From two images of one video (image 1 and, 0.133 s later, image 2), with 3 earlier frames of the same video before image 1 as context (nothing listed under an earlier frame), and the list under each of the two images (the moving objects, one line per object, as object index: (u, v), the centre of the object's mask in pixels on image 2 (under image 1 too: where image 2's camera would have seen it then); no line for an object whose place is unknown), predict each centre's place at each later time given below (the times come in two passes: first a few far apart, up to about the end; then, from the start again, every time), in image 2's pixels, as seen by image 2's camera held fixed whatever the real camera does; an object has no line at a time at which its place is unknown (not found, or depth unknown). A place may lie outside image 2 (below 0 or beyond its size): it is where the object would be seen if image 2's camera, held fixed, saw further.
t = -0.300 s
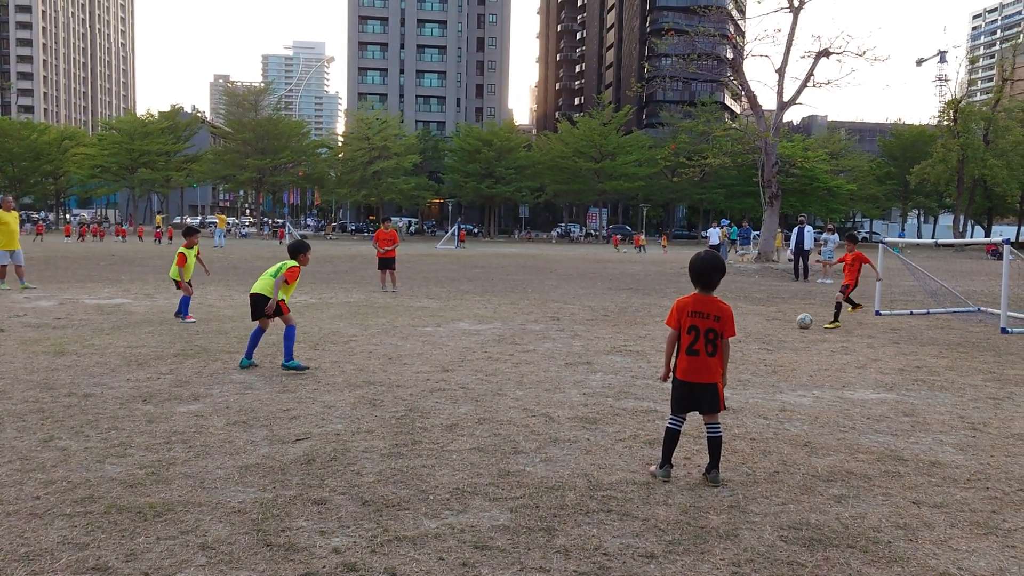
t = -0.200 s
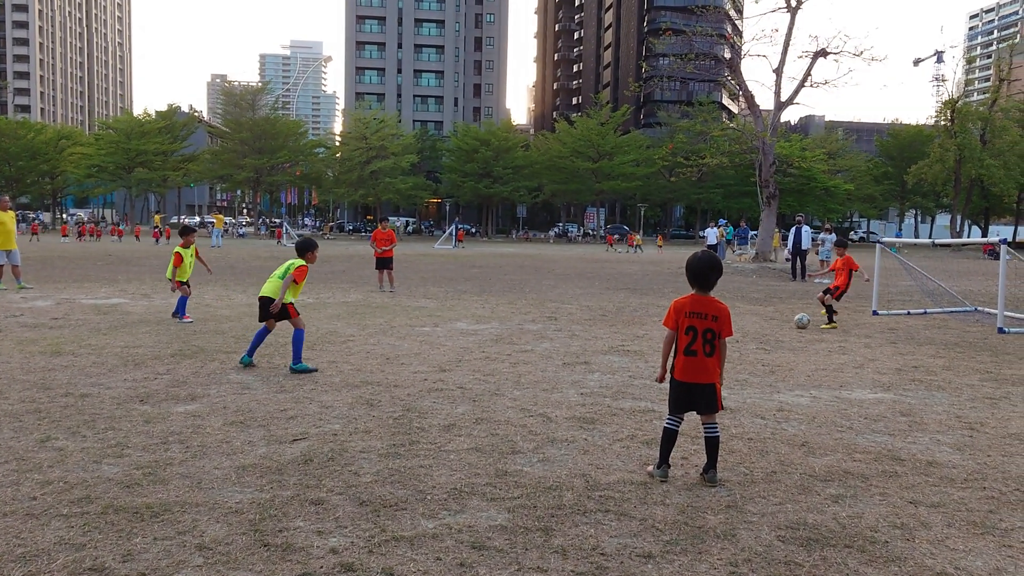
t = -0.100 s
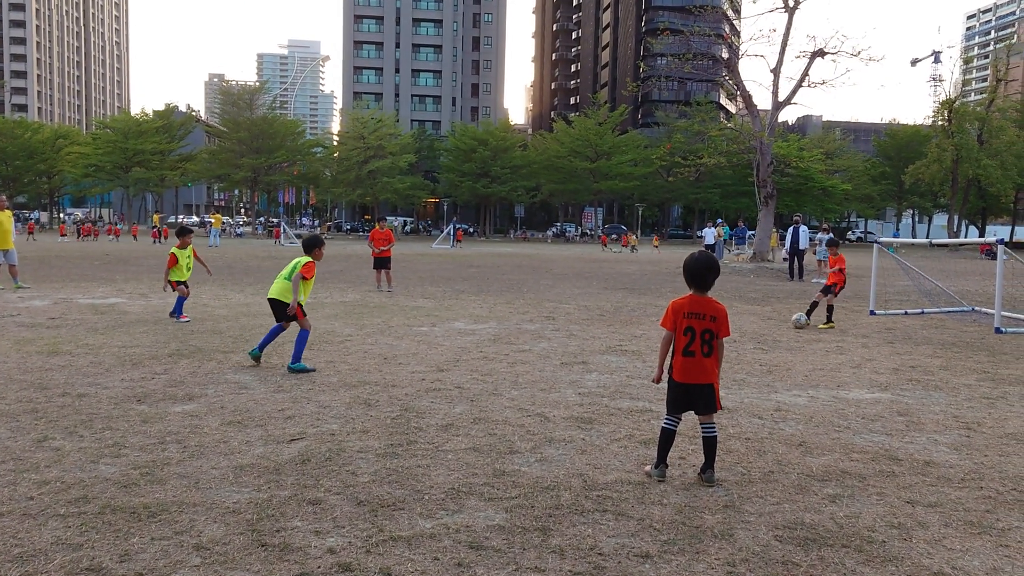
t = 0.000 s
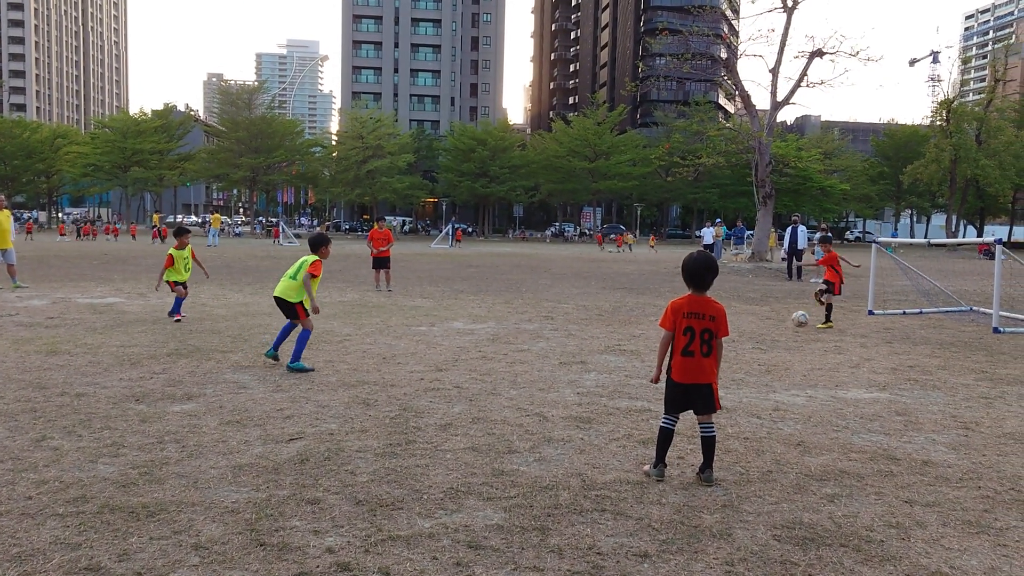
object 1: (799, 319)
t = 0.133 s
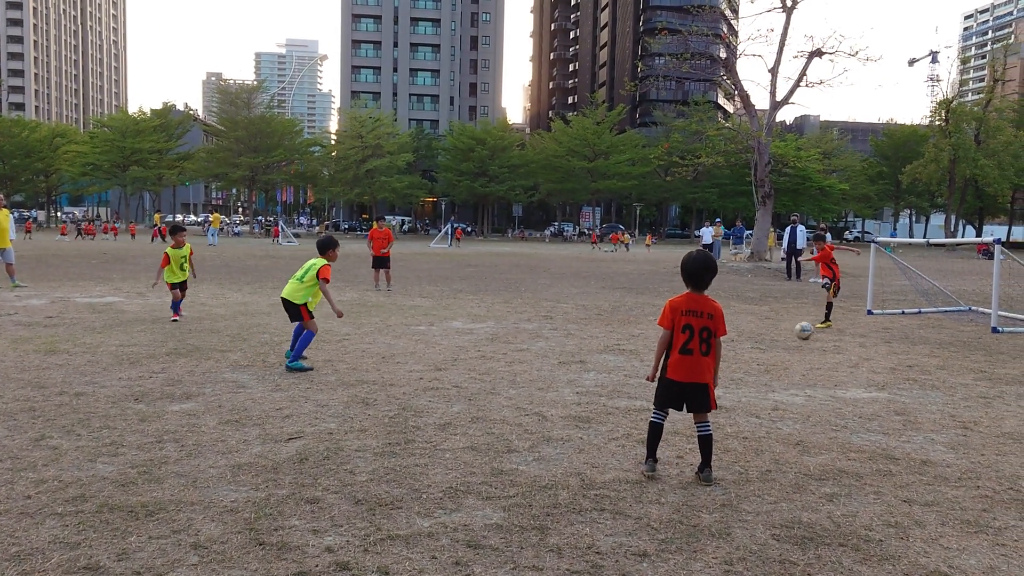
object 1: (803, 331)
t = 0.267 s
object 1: (808, 339)
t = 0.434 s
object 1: (809, 329)
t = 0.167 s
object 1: (806, 337)
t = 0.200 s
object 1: (807, 344)
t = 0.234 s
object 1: (808, 344)
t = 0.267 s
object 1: (808, 339)
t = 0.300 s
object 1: (808, 335)
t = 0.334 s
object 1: (809, 332)
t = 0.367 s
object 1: (808, 330)
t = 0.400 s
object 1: (808, 329)
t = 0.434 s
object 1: (809, 329)
